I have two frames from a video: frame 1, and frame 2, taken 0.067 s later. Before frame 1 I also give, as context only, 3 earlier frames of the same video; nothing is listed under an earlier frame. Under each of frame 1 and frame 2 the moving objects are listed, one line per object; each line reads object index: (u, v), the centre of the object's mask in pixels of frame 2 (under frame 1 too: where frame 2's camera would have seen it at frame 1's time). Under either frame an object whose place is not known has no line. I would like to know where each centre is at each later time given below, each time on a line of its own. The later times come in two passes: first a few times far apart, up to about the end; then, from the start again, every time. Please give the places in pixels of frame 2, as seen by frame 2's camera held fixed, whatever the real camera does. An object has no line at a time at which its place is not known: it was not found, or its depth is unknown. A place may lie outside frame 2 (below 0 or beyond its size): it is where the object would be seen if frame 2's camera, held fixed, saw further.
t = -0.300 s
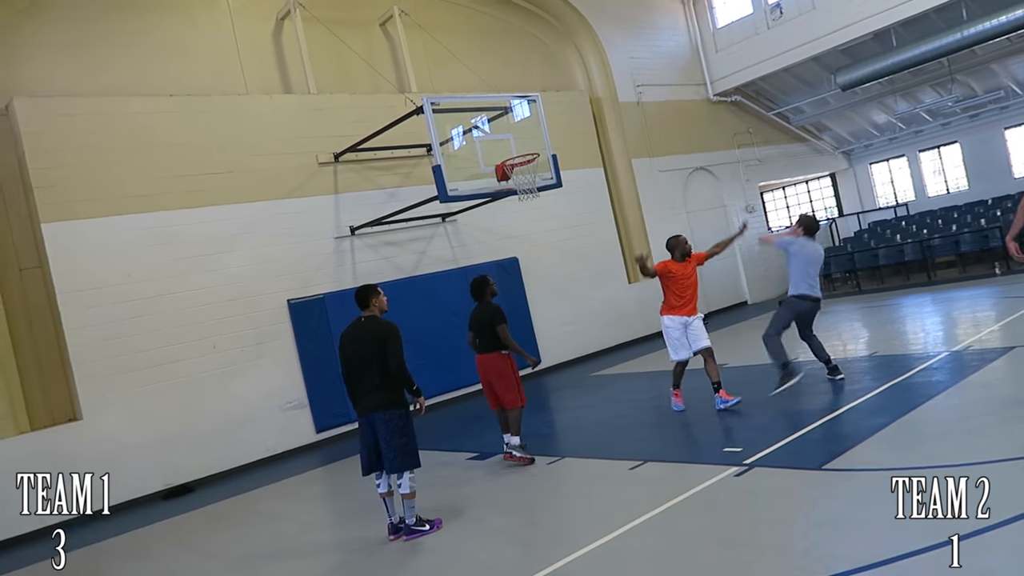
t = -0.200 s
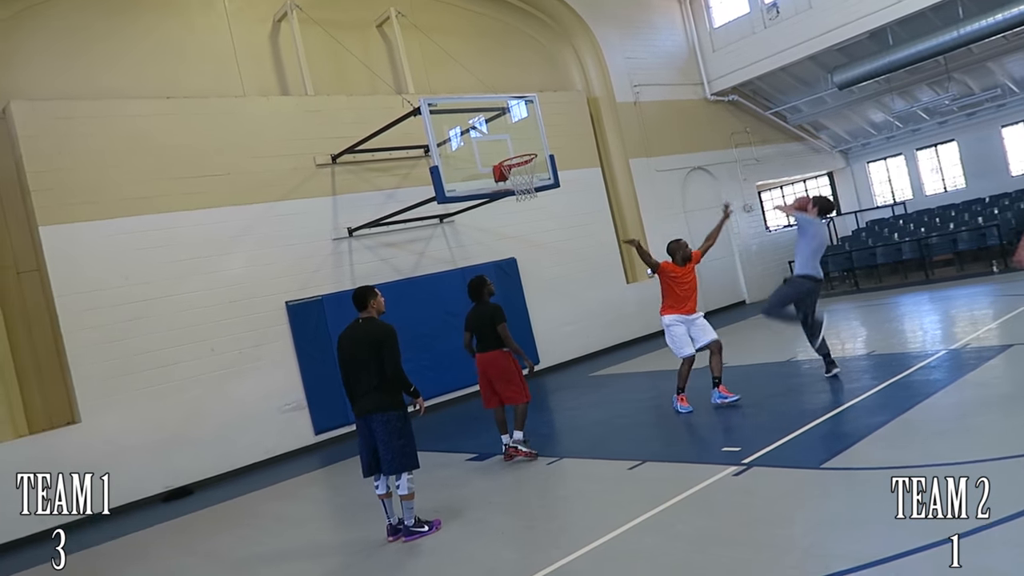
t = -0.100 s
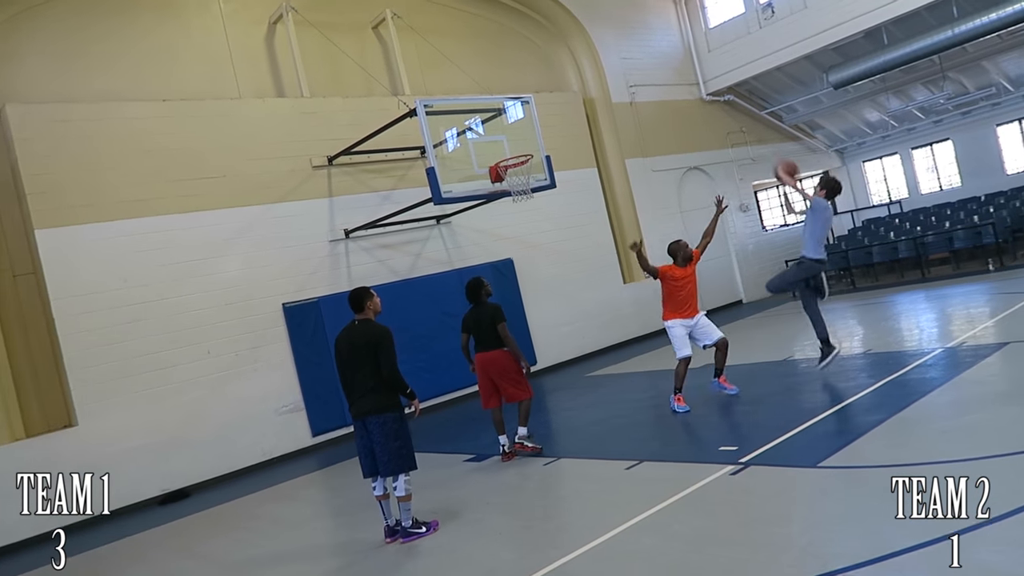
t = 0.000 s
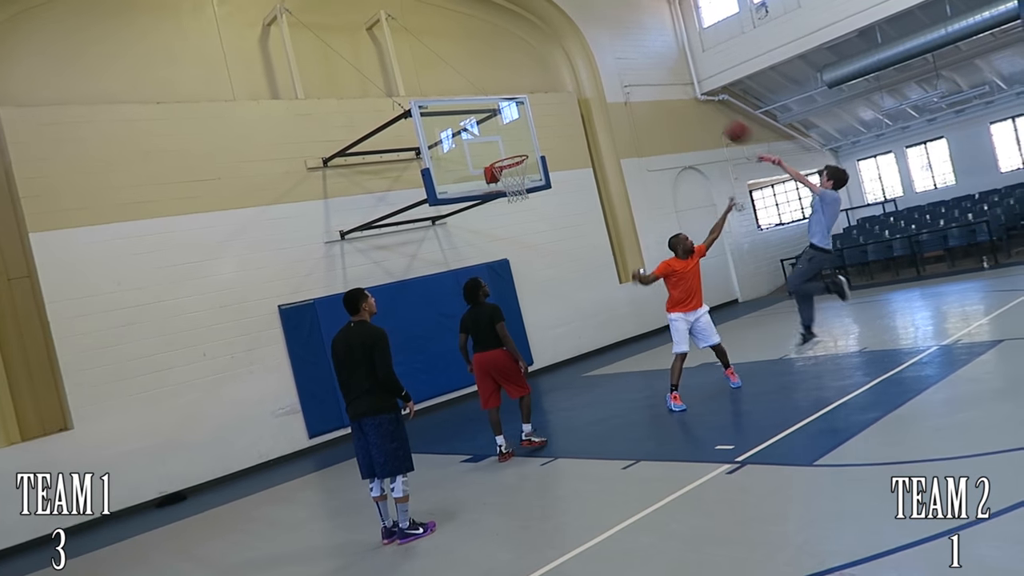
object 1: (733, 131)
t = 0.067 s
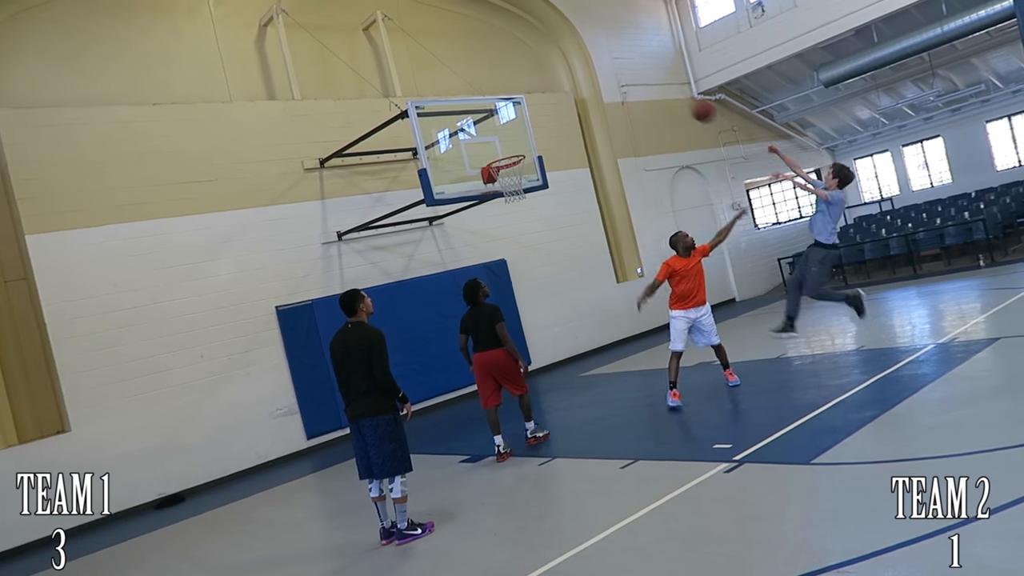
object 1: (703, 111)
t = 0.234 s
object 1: (635, 80)
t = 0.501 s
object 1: (550, 81)
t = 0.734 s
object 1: (496, 126)
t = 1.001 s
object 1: (534, 141)
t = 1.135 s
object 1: (555, 144)
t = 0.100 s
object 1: (688, 102)
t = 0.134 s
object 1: (674, 96)
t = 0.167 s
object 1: (660, 89)
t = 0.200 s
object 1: (647, 84)
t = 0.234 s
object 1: (635, 80)
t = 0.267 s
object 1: (623, 77)
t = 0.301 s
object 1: (611, 75)
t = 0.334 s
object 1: (600, 74)
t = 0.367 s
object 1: (589, 74)
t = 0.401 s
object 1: (579, 74)
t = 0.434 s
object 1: (569, 76)
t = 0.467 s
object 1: (559, 78)
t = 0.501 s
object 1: (550, 81)
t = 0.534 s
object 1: (541, 85)
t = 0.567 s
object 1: (533, 90)
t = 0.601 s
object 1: (526, 95)
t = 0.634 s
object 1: (518, 102)
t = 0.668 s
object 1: (511, 109)
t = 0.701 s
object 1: (502, 118)
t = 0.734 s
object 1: (496, 126)
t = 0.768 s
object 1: (499, 129)
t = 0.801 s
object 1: (504, 132)
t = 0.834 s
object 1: (509, 135)
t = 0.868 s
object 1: (515, 140)
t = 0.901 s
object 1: (521, 145)
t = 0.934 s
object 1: (525, 144)
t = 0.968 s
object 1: (530, 142)
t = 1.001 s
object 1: (534, 141)
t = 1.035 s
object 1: (539, 140)
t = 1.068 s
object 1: (544, 140)
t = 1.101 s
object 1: (549, 142)
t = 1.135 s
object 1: (555, 144)
